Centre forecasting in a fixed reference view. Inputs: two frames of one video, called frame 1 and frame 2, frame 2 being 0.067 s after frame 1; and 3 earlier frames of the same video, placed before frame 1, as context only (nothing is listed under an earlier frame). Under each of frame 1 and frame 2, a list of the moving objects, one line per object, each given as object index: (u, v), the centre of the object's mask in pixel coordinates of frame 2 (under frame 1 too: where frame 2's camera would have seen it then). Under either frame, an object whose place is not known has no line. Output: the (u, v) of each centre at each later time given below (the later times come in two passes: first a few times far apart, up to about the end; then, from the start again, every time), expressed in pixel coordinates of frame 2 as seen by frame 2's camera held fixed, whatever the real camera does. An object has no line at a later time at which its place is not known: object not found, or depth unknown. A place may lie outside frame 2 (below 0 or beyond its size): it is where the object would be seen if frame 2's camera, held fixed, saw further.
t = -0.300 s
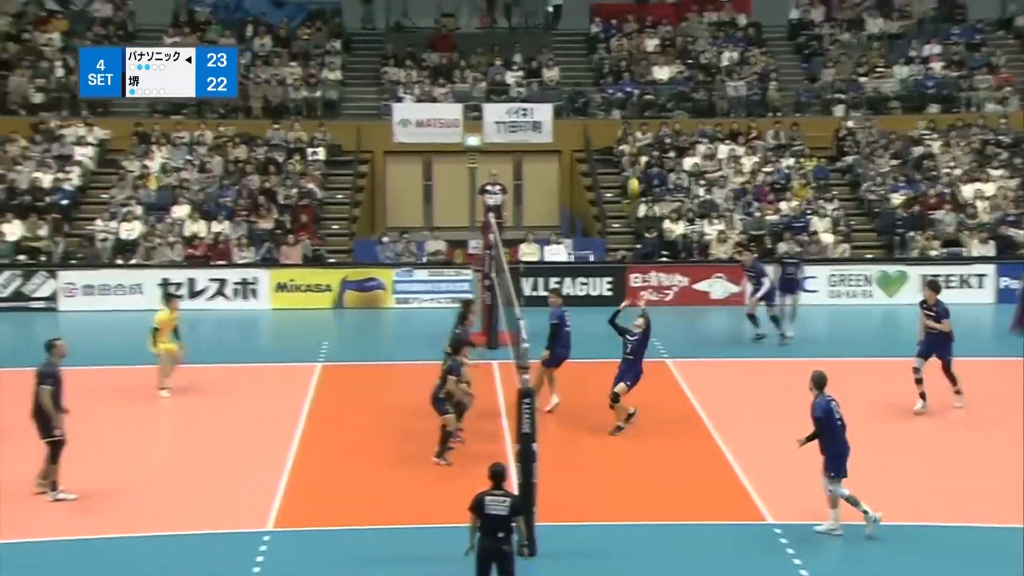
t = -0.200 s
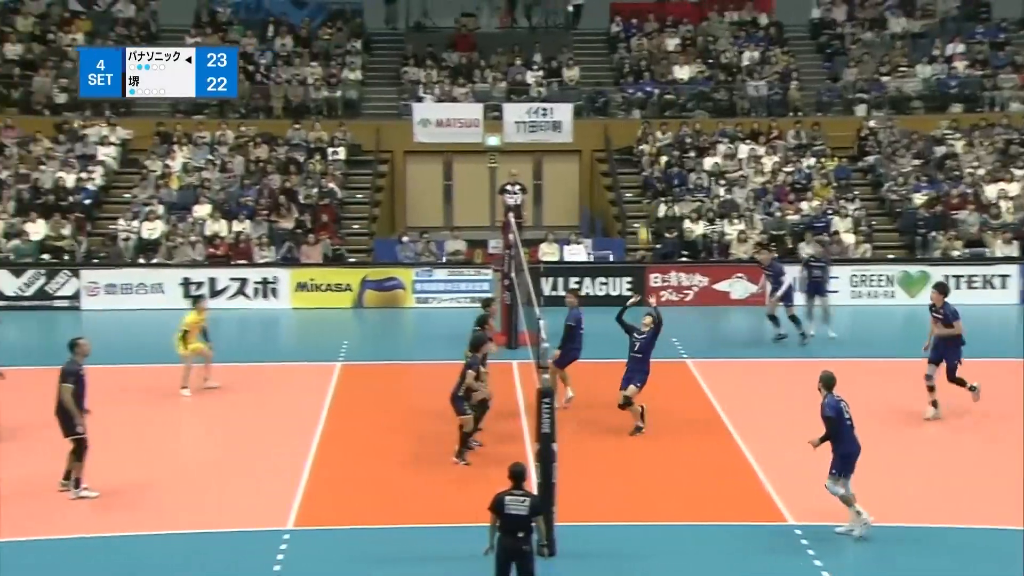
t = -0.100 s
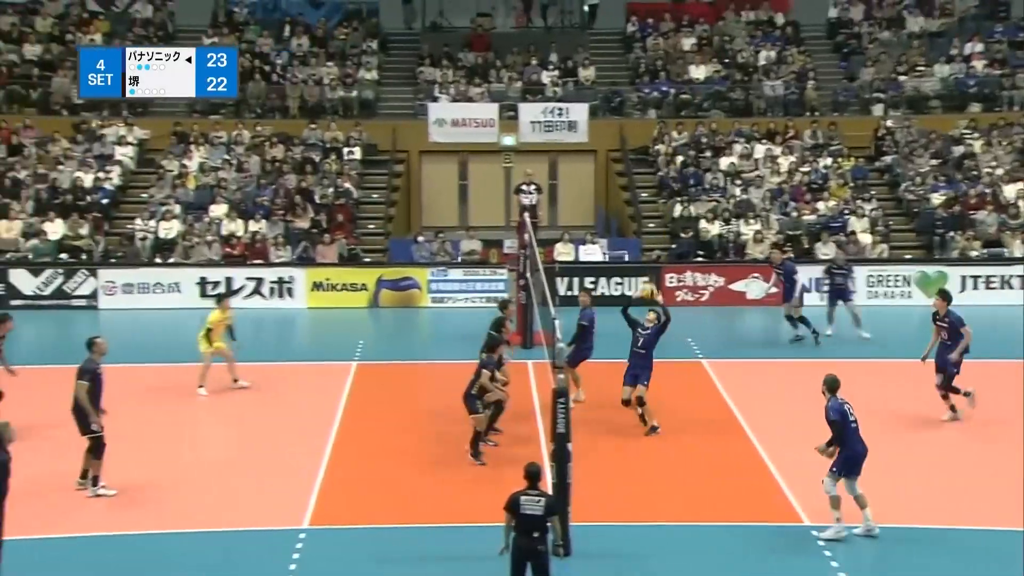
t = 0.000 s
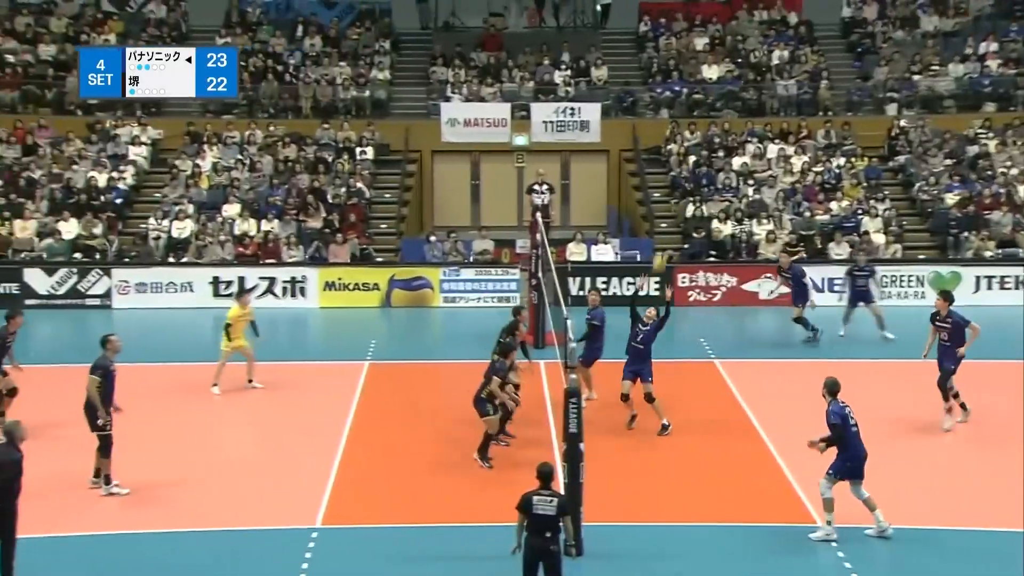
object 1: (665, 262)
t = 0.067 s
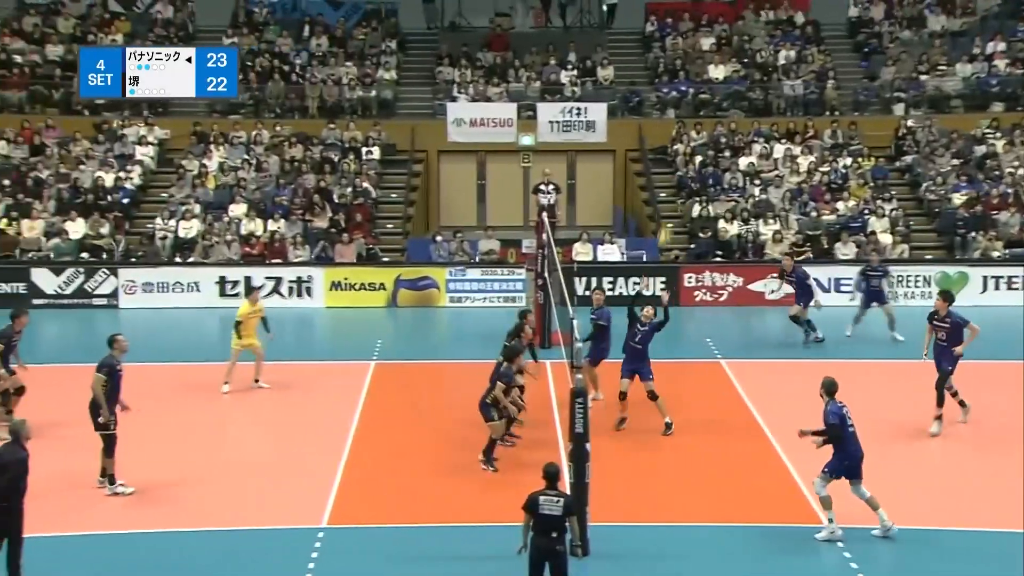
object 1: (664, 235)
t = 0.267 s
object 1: (663, 169)
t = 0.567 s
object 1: (659, 124)
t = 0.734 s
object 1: (654, 129)
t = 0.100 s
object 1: (664, 222)
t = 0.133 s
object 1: (664, 213)
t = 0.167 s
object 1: (665, 197)
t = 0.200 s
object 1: (663, 190)
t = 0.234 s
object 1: (663, 179)
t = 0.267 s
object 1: (663, 169)
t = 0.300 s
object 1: (663, 162)
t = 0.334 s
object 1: (662, 153)
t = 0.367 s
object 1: (661, 149)
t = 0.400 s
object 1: (661, 143)
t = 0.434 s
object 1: (660, 136)
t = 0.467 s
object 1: (660, 131)
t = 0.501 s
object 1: (660, 128)
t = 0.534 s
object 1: (659, 127)
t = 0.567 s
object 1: (659, 124)
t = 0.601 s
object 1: (658, 124)
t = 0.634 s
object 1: (657, 124)
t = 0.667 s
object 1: (656, 125)
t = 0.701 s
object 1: (655, 126)
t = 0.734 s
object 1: (654, 129)
